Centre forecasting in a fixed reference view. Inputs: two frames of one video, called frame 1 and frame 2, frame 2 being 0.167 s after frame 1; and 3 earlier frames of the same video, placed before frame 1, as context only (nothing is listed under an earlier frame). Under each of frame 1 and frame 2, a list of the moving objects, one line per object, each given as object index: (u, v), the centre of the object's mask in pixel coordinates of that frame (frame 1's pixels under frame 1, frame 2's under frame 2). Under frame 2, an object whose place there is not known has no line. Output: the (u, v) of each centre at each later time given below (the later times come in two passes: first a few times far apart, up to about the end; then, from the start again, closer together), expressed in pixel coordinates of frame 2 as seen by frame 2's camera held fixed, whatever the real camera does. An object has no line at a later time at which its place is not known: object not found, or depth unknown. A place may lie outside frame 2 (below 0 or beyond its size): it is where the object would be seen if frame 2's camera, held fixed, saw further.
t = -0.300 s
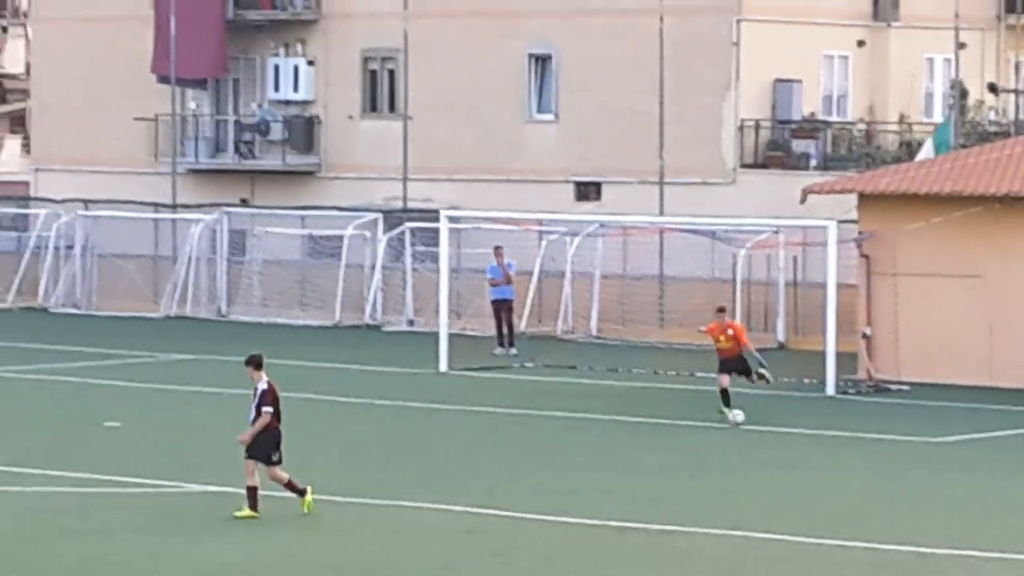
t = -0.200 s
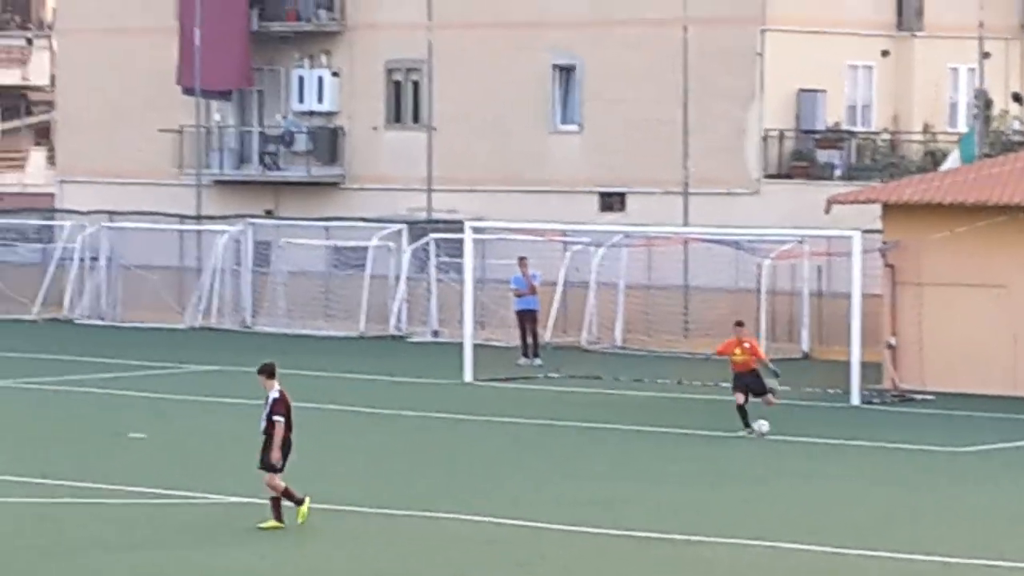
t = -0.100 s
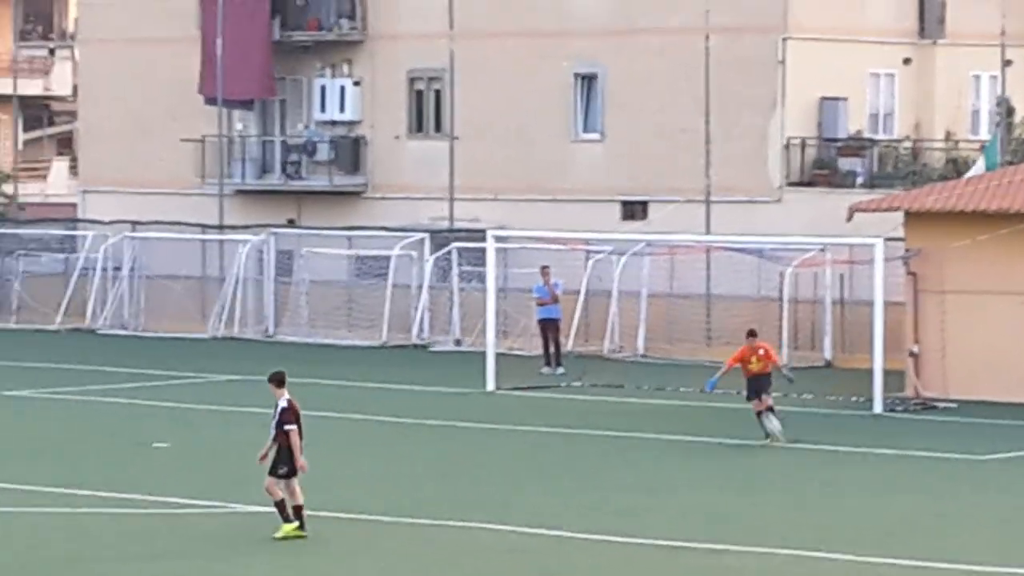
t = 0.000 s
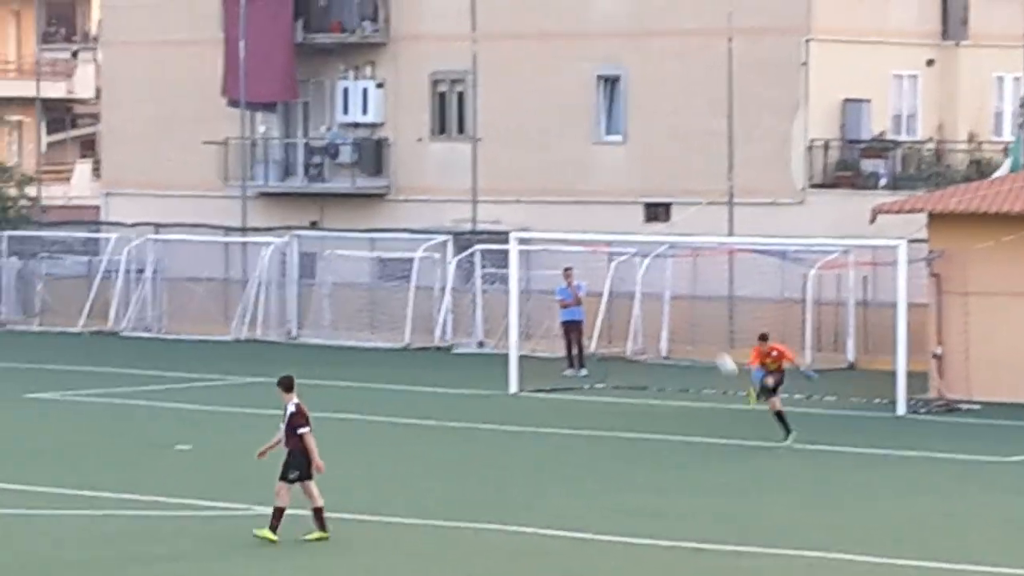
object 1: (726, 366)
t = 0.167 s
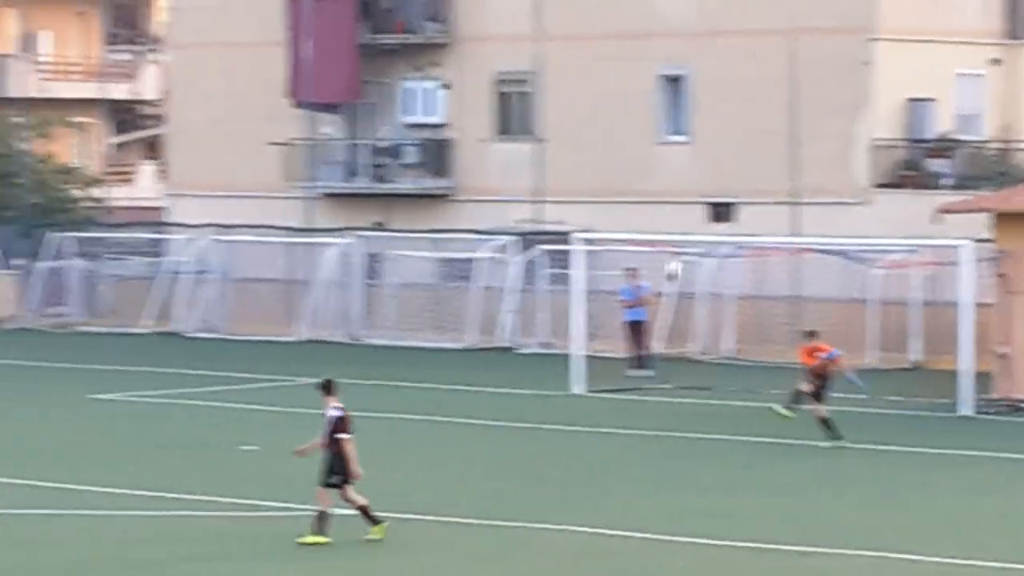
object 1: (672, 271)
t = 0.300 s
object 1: (574, 199)
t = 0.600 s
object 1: (331, 65)
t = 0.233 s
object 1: (624, 233)
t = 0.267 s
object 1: (599, 216)
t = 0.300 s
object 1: (574, 199)
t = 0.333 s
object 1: (548, 183)
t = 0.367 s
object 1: (522, 166)
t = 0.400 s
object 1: (493, 154)
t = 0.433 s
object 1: (470, 135)
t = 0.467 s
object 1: (443, 119)
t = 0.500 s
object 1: (415, 107)
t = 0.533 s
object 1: (387, 91)
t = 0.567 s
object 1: (360, 79)
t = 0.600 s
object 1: (331, 65)
